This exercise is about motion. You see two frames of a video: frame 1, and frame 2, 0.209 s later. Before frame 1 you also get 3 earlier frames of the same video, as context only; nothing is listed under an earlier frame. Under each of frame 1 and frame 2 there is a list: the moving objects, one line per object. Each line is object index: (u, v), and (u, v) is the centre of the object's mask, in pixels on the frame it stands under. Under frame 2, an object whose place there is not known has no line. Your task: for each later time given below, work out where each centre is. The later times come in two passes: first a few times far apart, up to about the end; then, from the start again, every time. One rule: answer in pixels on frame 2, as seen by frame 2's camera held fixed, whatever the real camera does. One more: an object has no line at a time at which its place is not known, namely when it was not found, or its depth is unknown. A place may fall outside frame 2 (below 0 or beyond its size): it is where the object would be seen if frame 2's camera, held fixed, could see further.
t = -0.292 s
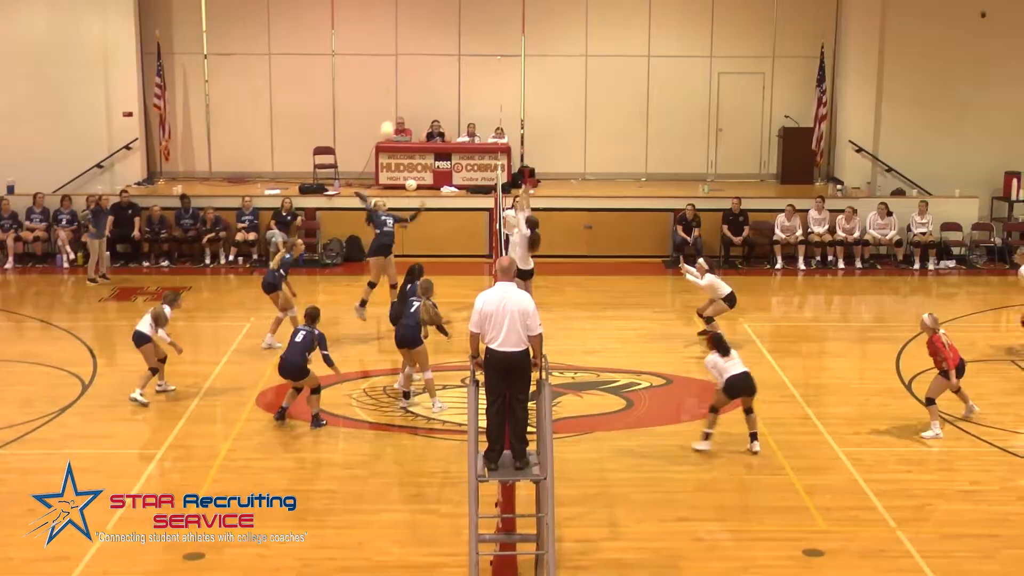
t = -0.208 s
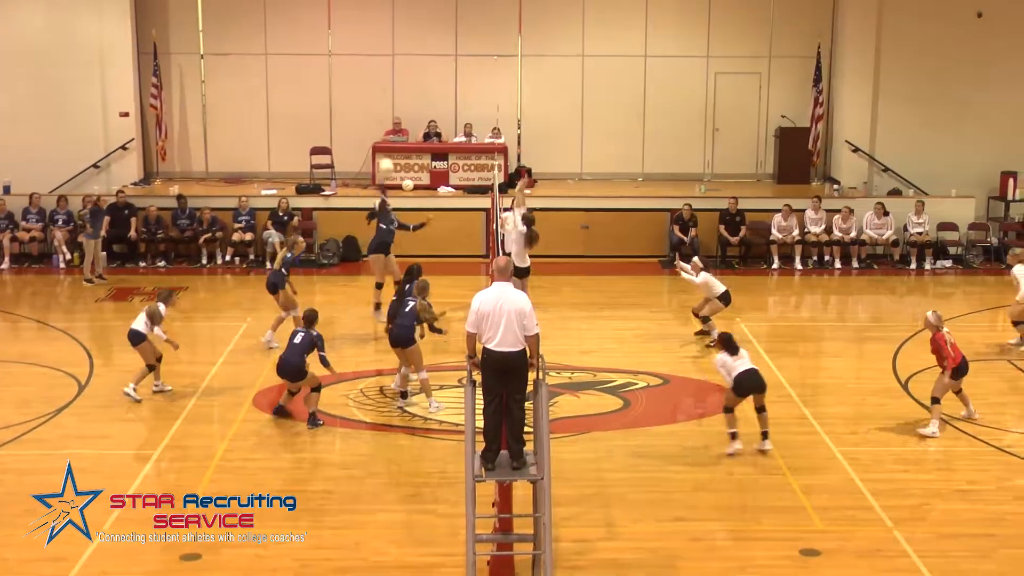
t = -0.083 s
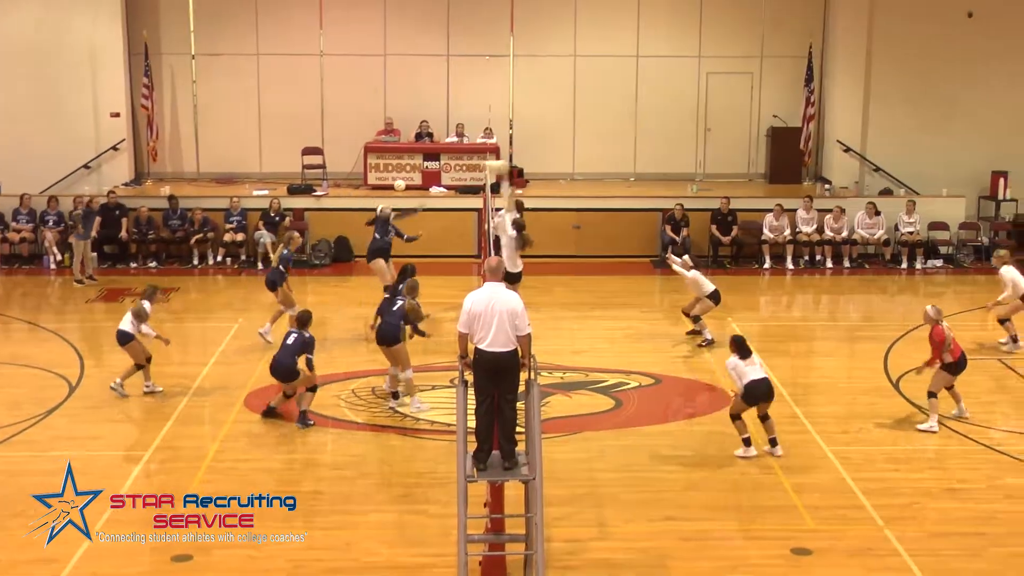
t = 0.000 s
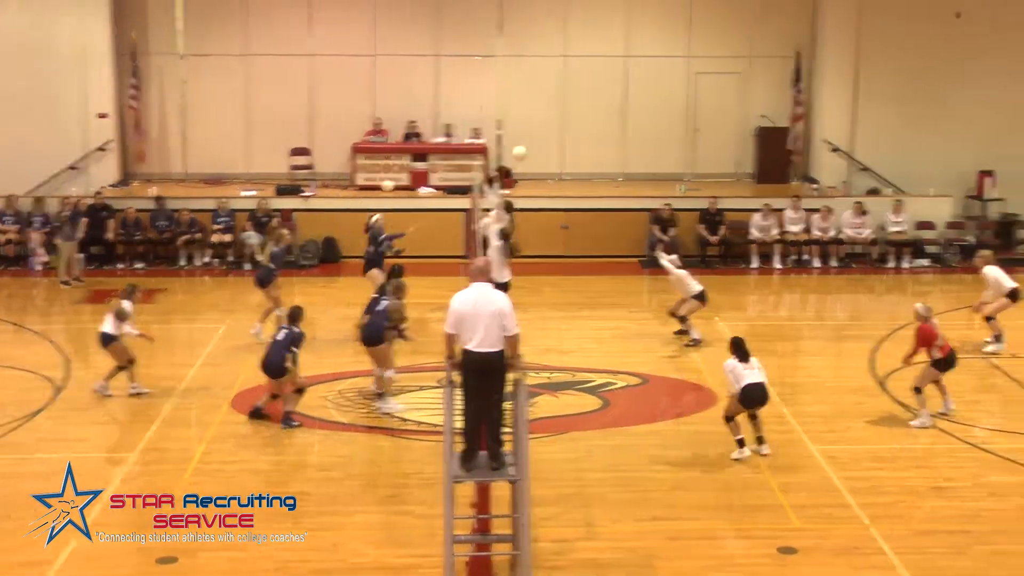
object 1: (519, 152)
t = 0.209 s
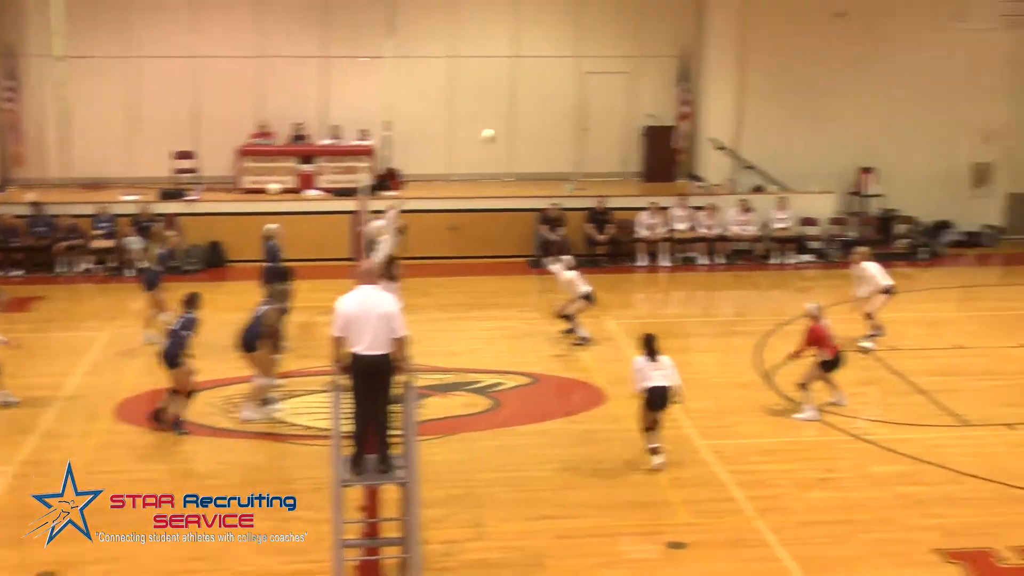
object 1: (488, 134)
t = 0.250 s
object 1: (501, 133)
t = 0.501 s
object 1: (595, 163)
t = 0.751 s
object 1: (687, 241)
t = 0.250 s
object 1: (501, 133)
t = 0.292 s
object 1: (515, 133)
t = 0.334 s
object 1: (531, 138)
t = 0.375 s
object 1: (547, 142)
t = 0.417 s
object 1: (564, 149)
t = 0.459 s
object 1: (580, 155)
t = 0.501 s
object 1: (595, 163)
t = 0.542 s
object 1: (611, 174)
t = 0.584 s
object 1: (627, 185)
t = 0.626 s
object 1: (642, 196)
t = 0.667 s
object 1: (658, 210)
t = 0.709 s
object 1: (672, 225)
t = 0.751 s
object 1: (687, 241)
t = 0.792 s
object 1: (702, 258)
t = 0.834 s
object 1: (717, 275)
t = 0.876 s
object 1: (731, 293)
